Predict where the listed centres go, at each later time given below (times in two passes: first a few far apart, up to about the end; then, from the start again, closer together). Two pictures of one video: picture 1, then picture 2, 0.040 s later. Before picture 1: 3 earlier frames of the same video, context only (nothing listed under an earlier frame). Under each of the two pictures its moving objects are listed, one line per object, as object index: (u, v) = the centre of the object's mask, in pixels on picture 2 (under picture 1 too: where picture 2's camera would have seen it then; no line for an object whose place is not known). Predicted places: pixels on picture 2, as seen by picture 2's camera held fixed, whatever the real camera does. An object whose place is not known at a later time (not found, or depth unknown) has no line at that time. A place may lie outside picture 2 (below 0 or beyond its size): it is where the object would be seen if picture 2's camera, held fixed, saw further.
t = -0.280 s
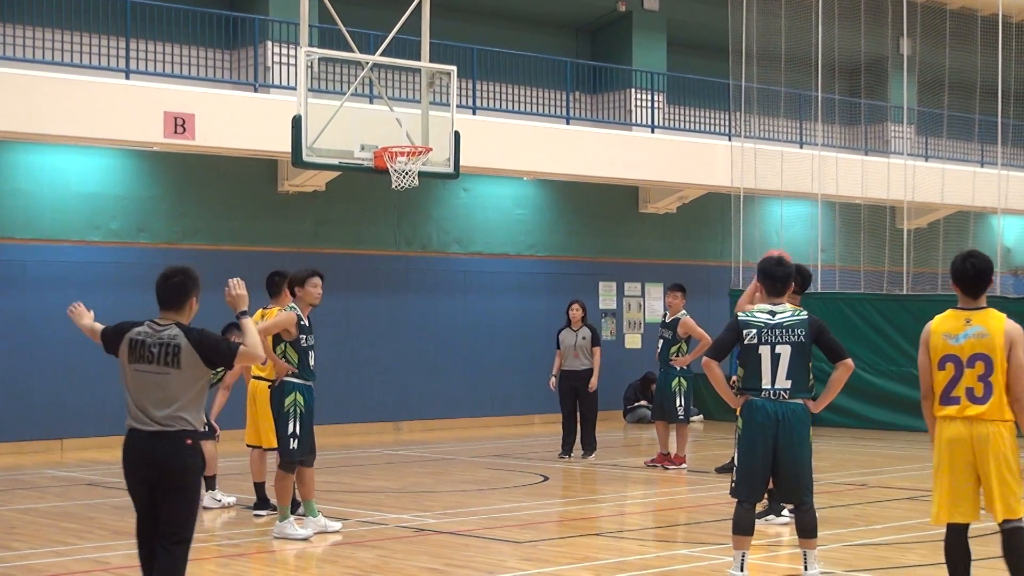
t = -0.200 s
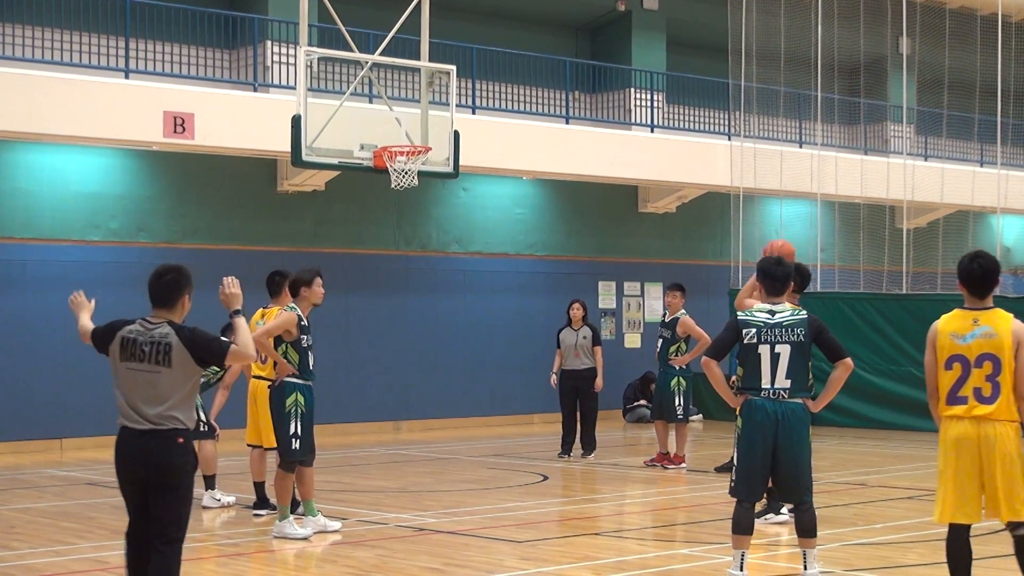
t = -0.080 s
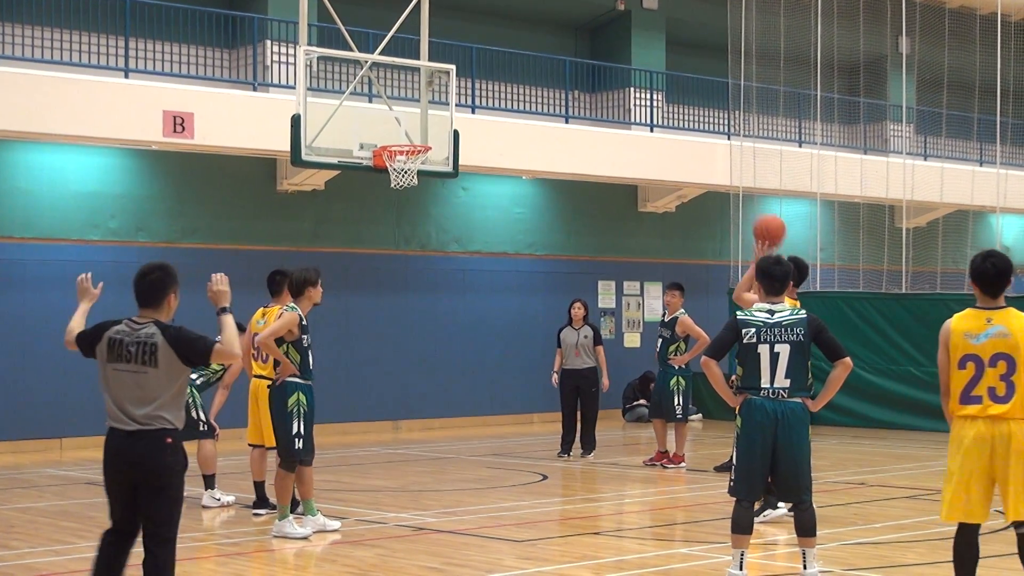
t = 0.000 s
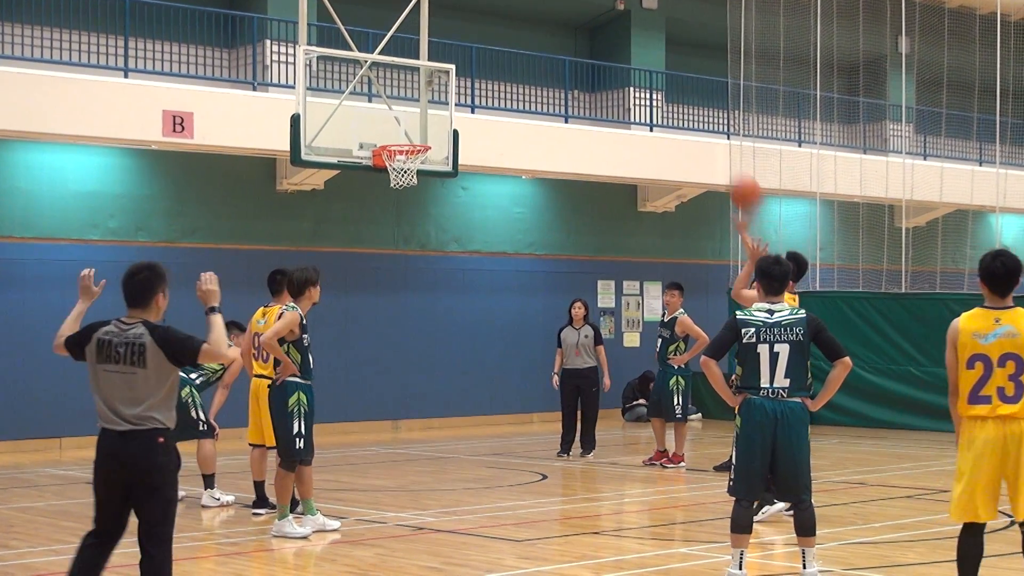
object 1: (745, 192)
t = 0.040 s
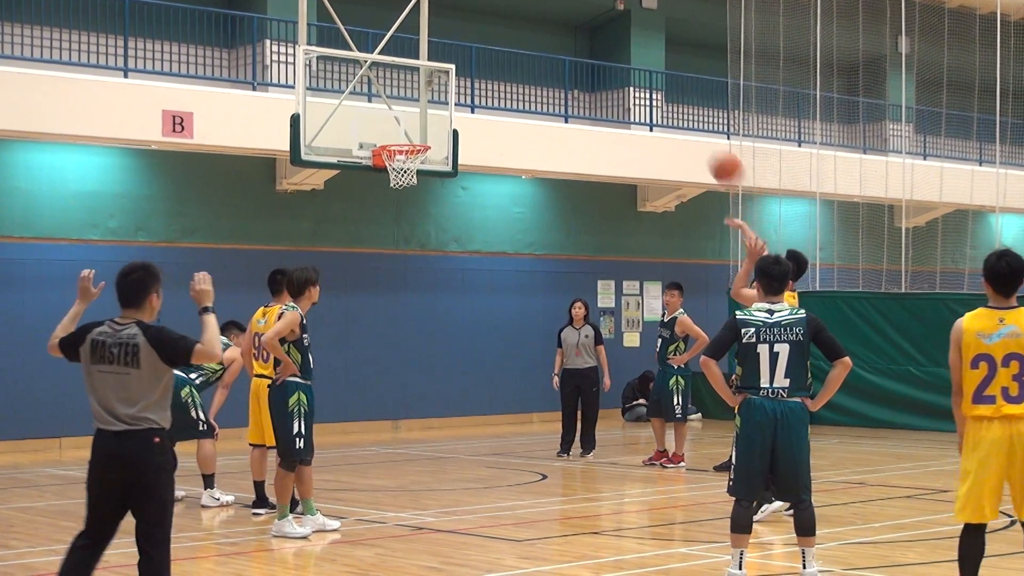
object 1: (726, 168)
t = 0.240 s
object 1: (636, 80)
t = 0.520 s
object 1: (530, 47)
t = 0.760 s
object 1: (450, 87)
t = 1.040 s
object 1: (406, 156)
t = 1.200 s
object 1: (413, 167)
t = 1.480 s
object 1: (405, 238)
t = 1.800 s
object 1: (398, 409)
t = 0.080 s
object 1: (707, 145)
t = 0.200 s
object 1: (655, 93)
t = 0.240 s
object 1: (636, 80)
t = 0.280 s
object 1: (620, 70)
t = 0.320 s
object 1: (605, 62)
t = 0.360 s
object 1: (589, 55)
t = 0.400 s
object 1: (574, 50)
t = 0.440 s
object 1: (559, 47)
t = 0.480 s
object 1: (544, 47)
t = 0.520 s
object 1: (530, 47)
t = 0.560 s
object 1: (516, 50)
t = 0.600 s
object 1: (502, 55)
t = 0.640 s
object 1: (488, 61)
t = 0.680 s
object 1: (476, 67)
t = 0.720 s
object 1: (464, 75)
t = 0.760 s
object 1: (450, 87)
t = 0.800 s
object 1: (437, 99)
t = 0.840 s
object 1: (426, 112)
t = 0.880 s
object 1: (414, 127)
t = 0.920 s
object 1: (402, 138)
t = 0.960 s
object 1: (402, 153)
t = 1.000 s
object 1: (401, 159)
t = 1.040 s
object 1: (406, 156)
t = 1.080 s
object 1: (408, 157)
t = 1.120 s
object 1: (409, 161)
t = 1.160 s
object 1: (410, 165)
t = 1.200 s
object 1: (413, 167)
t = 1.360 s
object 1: (408, 200)
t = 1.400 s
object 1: (407, 211)
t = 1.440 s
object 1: (406, 224)
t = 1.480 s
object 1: (405, 238)
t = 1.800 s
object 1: (398, 409)
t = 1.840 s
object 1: (398, 436)
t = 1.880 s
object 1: (397, 458)
